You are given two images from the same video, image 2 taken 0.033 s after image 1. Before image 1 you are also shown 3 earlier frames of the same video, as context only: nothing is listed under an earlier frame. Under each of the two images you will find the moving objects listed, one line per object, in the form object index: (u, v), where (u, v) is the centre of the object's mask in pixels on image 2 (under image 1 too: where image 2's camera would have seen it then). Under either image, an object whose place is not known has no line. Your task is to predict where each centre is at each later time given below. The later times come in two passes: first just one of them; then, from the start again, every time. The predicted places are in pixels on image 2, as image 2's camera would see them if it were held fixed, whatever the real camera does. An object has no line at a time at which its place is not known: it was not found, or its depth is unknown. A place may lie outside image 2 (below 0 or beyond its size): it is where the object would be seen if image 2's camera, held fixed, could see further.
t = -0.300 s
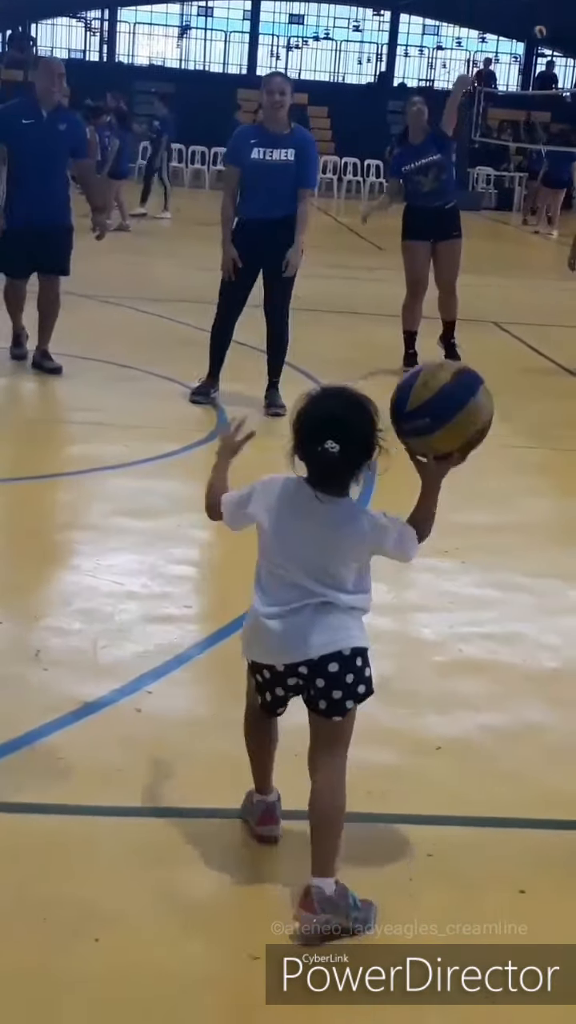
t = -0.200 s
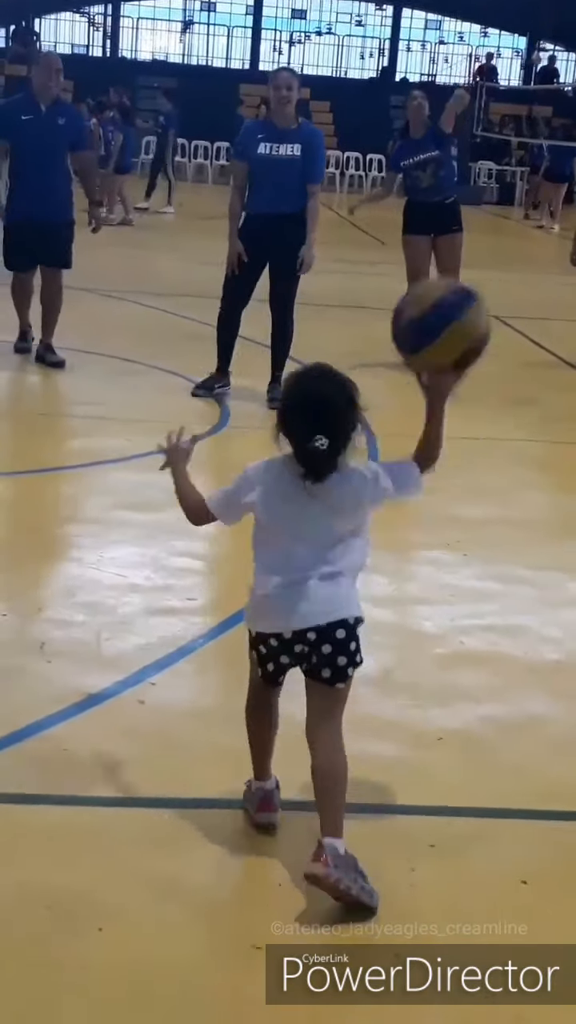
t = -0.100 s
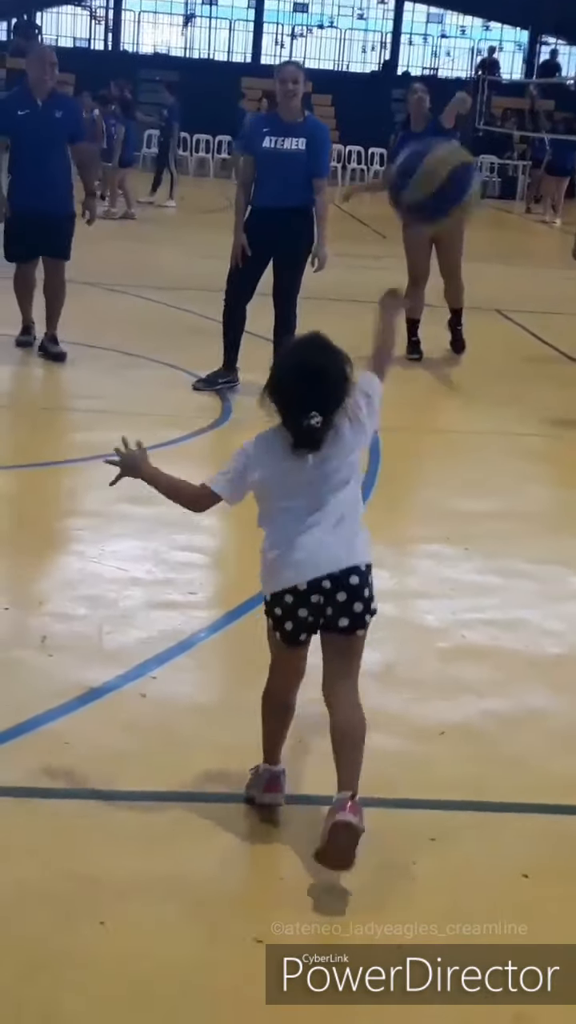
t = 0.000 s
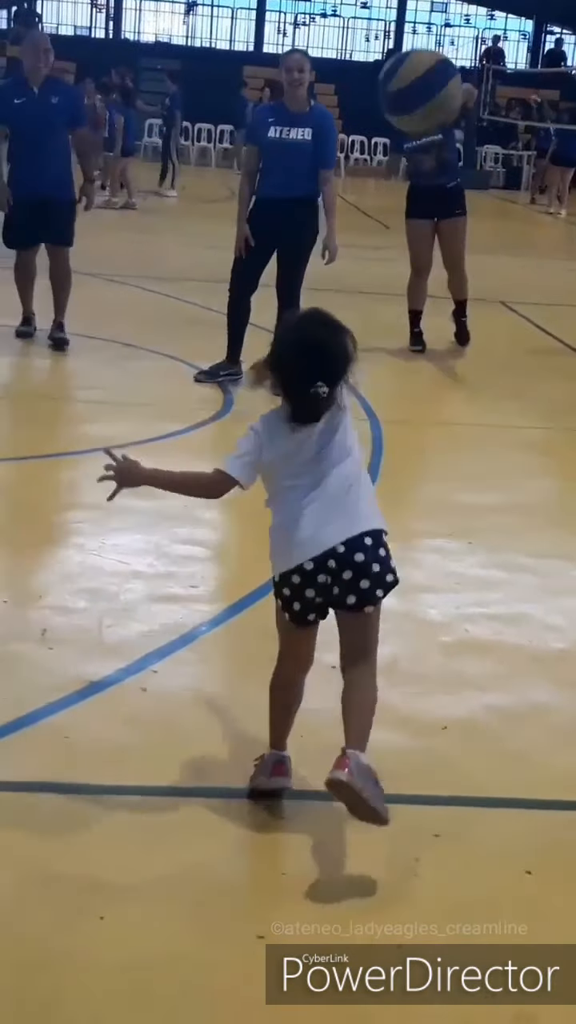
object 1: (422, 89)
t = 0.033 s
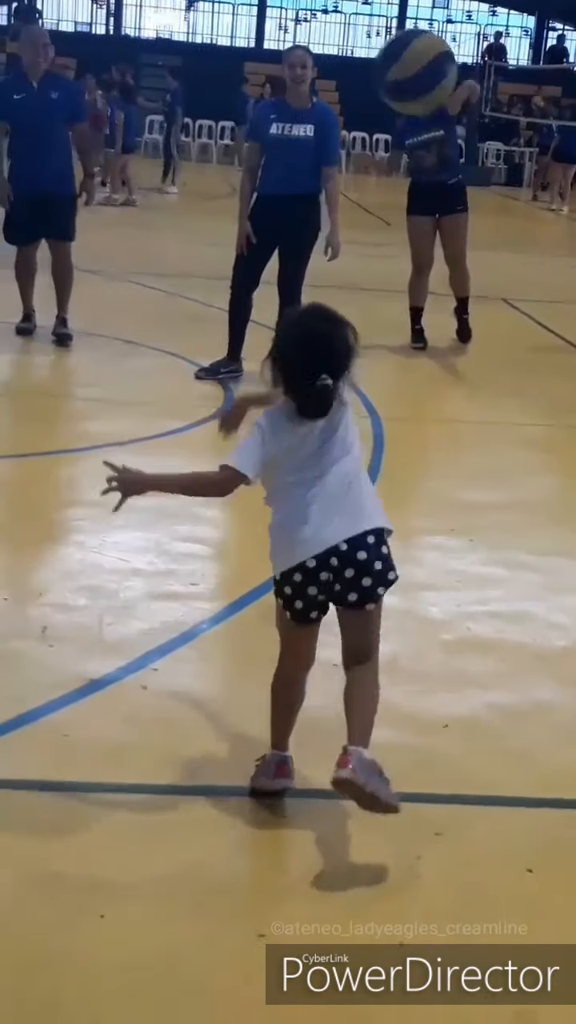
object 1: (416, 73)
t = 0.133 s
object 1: (395, 53)
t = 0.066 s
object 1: (409, 61)
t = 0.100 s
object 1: (403, 55)
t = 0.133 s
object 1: (395, 53)
